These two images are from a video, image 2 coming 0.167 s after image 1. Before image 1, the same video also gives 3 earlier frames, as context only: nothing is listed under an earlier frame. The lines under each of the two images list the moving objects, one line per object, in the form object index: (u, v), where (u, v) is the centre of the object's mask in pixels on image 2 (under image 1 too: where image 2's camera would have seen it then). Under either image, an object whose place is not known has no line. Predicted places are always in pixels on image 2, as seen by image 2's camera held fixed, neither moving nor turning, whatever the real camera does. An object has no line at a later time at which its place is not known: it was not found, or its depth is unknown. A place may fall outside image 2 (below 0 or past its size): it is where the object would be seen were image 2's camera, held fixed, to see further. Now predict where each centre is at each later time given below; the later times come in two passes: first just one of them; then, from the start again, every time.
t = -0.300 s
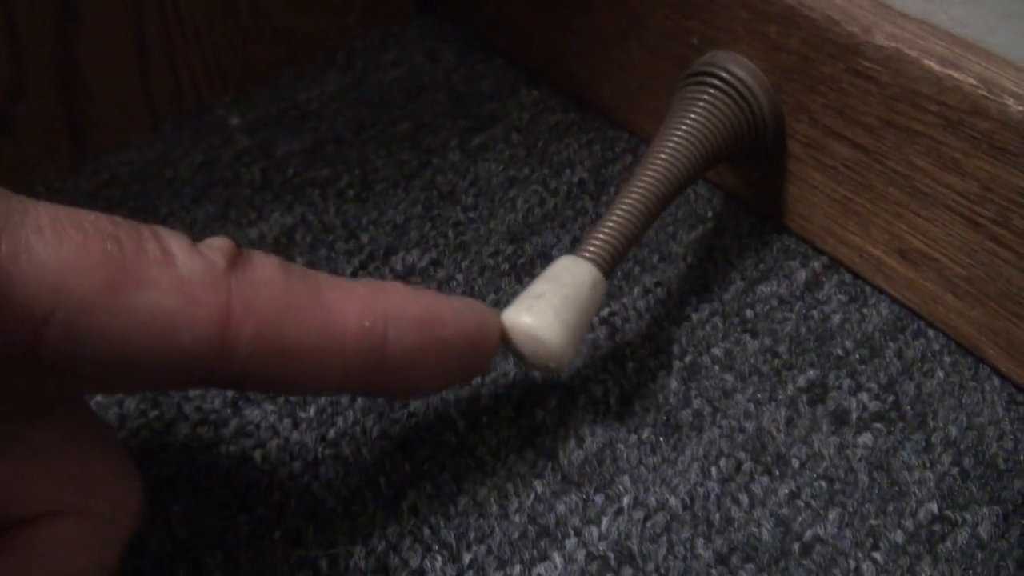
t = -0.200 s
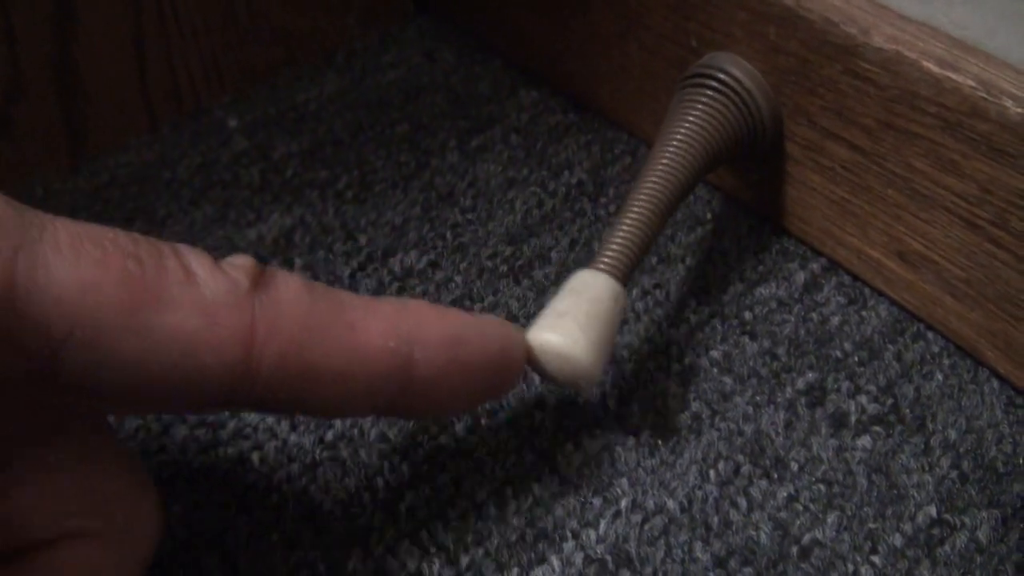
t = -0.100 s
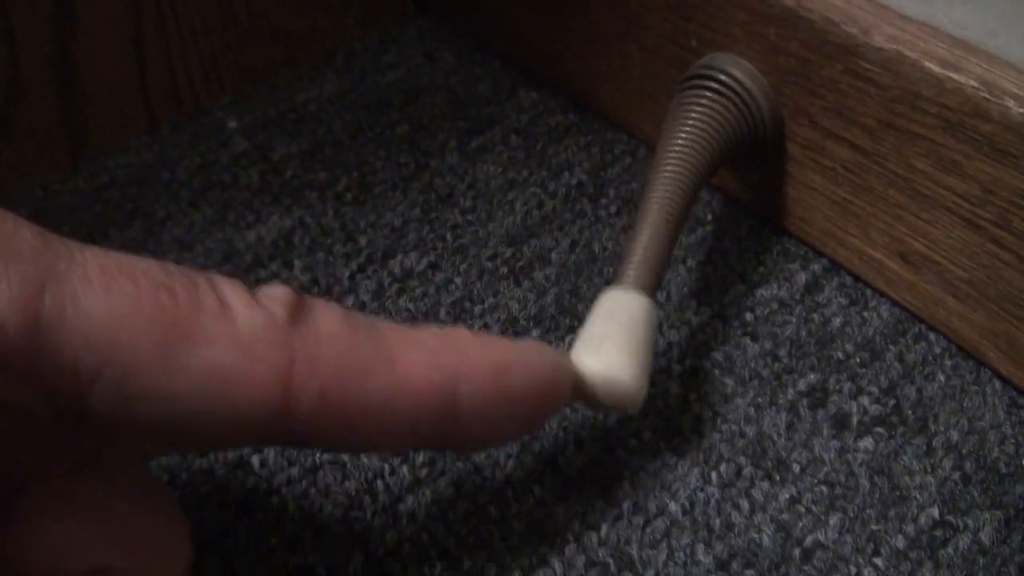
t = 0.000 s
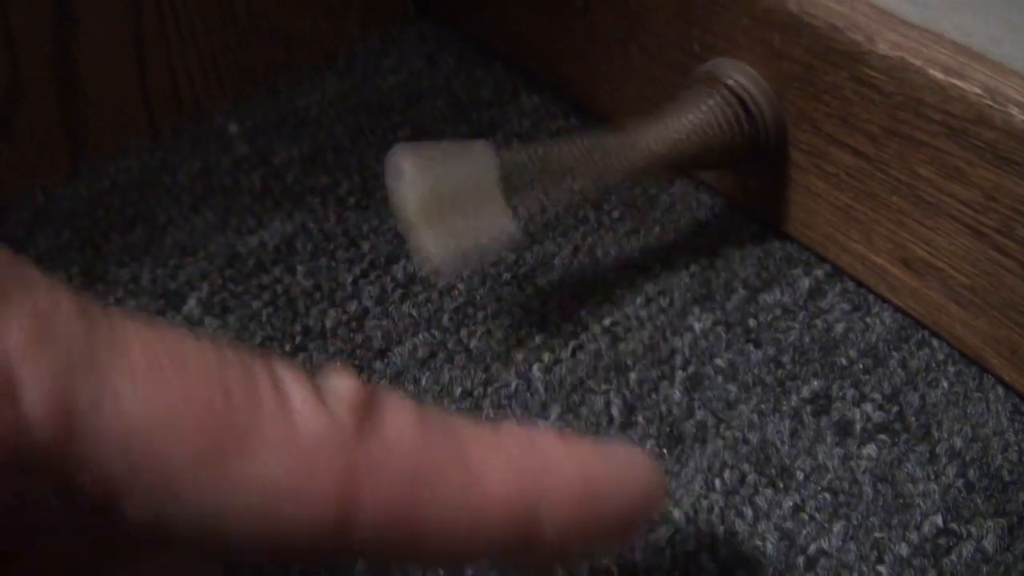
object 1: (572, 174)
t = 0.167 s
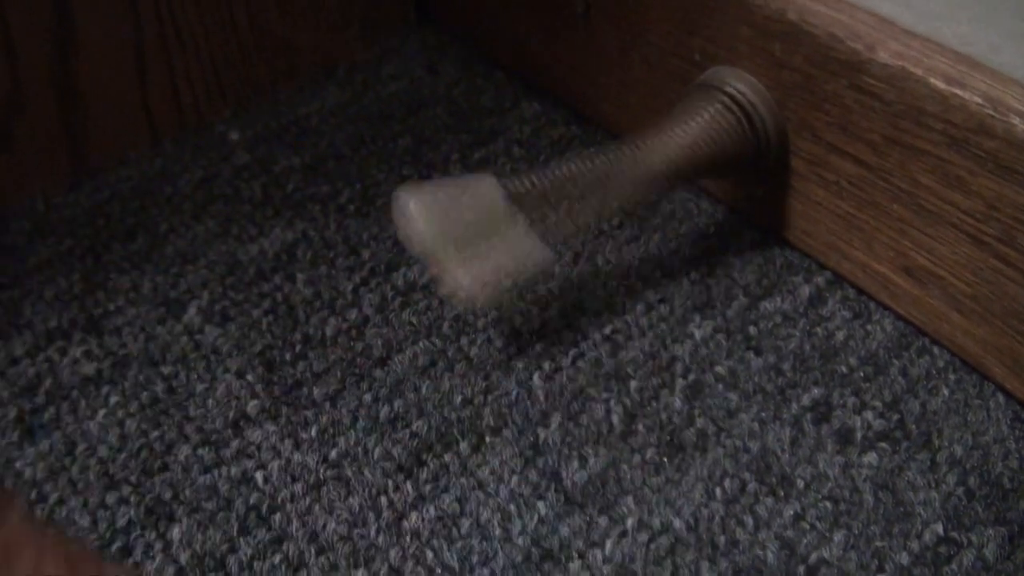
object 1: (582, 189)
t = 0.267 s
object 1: (609, 239)
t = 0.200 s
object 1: (641, 240)
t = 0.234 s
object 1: (587, 179)
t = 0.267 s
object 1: (609, 239)
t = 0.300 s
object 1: (579, 229)
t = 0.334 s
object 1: (583, 205)
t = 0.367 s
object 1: (624, 242)
